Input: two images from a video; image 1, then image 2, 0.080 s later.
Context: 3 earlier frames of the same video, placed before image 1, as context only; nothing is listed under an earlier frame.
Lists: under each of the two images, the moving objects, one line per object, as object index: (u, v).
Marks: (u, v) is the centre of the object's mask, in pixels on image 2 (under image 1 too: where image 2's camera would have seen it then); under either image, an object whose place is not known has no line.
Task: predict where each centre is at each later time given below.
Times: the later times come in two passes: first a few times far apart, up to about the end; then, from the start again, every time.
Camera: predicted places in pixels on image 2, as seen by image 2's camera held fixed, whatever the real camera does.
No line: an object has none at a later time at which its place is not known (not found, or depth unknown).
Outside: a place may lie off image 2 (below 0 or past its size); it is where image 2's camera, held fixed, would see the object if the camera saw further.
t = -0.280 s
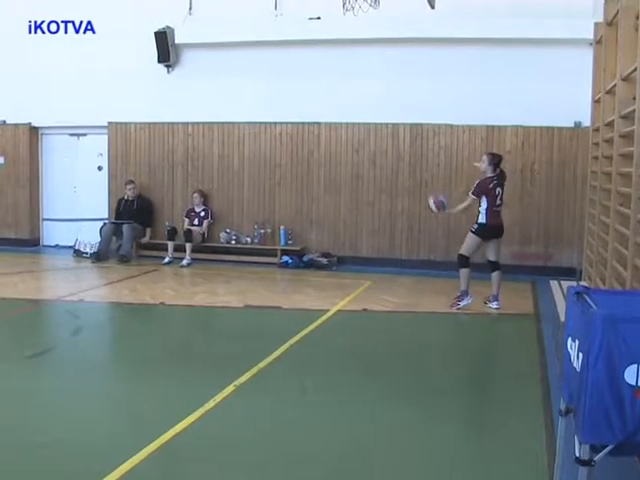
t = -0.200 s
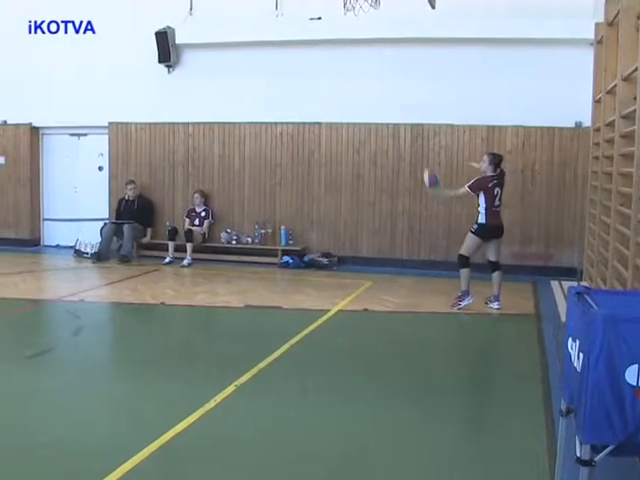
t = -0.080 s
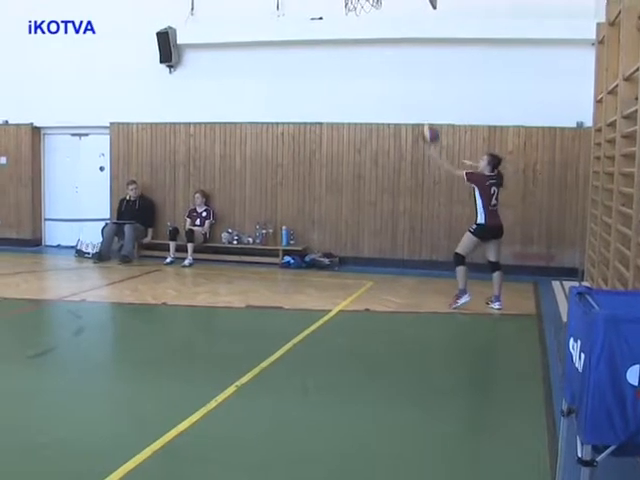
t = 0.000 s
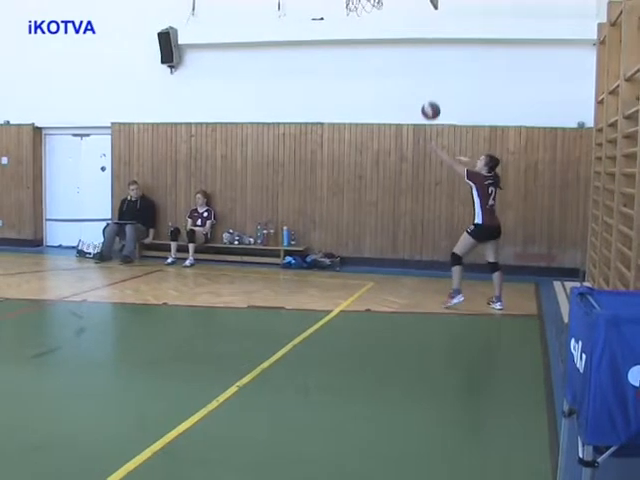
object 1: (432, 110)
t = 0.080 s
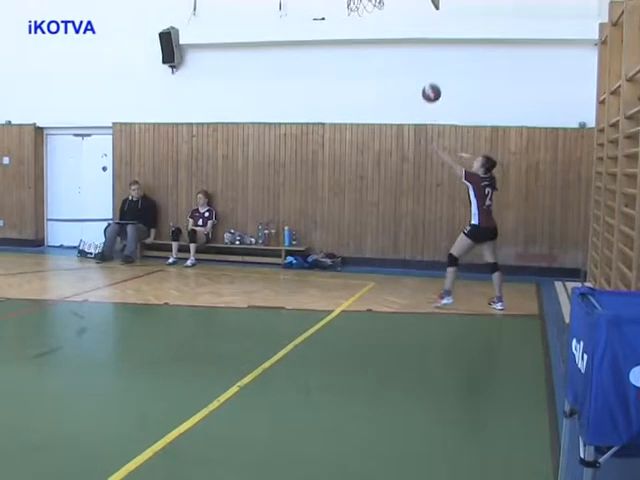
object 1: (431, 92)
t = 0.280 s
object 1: (429, 74)
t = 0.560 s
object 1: (426, 108)
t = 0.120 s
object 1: (431, 86)
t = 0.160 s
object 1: (430, 81)
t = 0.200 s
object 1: (430, 77)
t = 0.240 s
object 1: (429, 75)
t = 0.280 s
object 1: (429, 74)
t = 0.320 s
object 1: (429, 74)
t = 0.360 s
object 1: (428, 76)
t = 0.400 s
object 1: (428, 80)
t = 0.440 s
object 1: (427, 85)
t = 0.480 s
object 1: (427, 91)
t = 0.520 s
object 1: (426, 99)
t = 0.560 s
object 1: (426, 108)
